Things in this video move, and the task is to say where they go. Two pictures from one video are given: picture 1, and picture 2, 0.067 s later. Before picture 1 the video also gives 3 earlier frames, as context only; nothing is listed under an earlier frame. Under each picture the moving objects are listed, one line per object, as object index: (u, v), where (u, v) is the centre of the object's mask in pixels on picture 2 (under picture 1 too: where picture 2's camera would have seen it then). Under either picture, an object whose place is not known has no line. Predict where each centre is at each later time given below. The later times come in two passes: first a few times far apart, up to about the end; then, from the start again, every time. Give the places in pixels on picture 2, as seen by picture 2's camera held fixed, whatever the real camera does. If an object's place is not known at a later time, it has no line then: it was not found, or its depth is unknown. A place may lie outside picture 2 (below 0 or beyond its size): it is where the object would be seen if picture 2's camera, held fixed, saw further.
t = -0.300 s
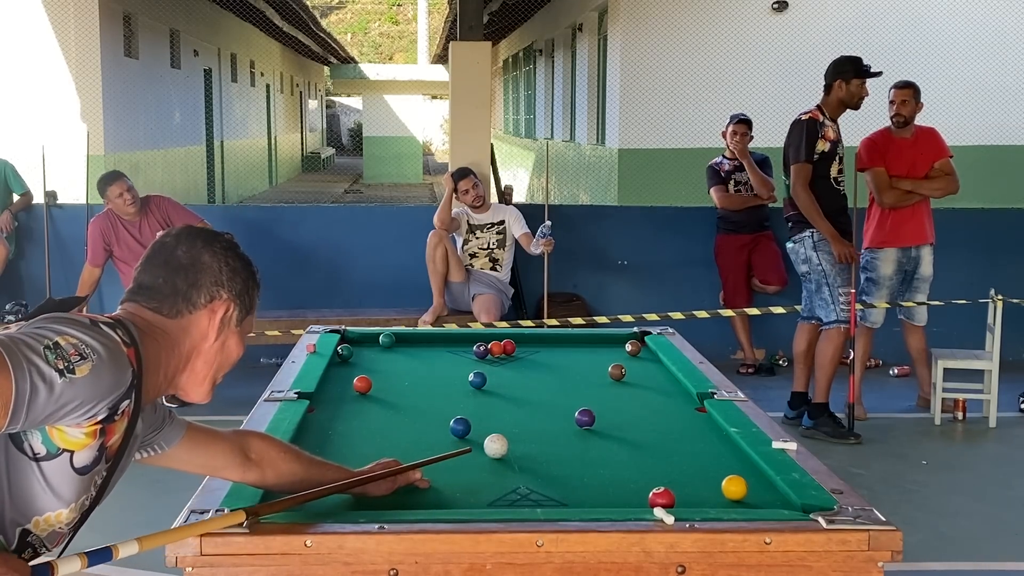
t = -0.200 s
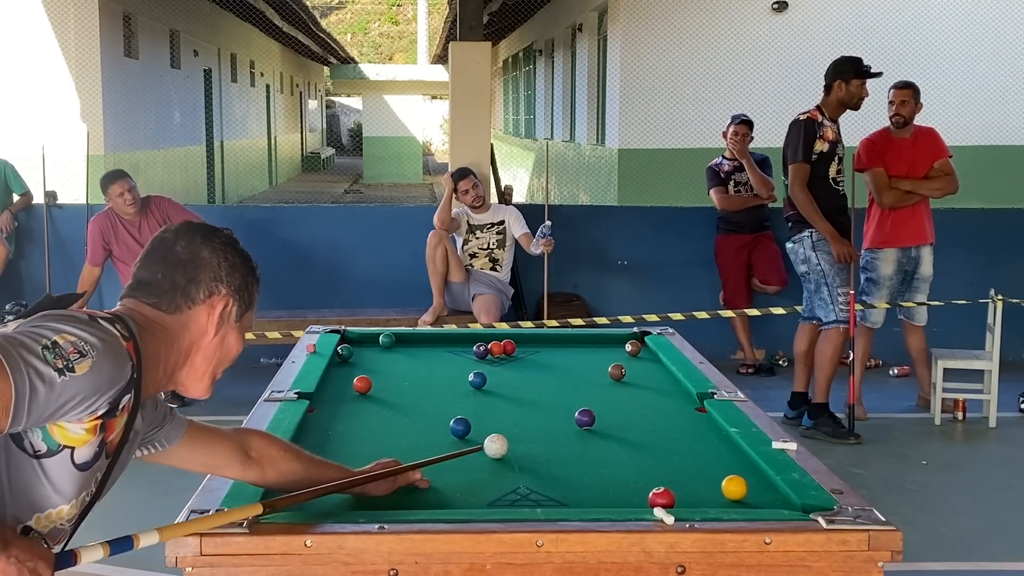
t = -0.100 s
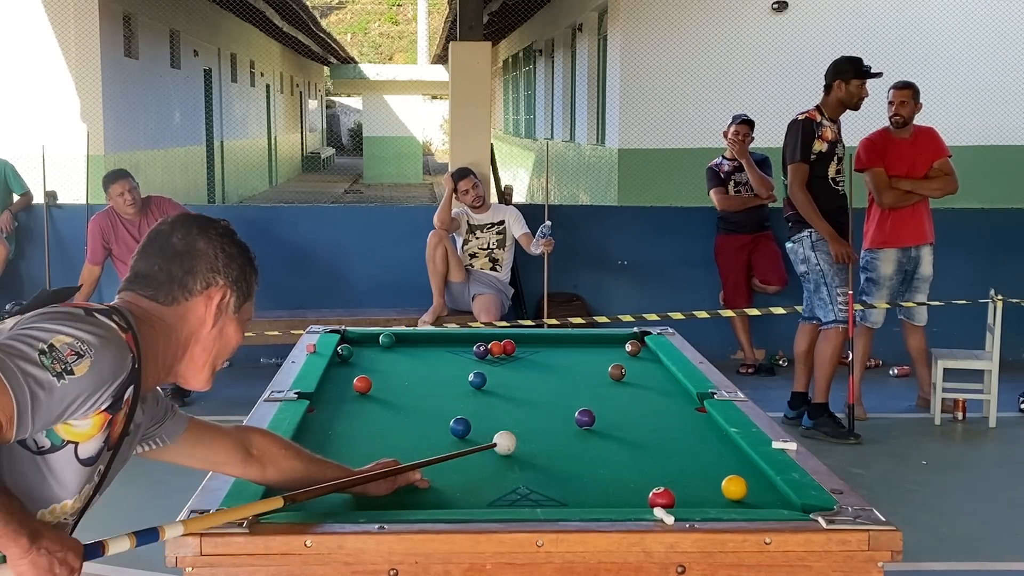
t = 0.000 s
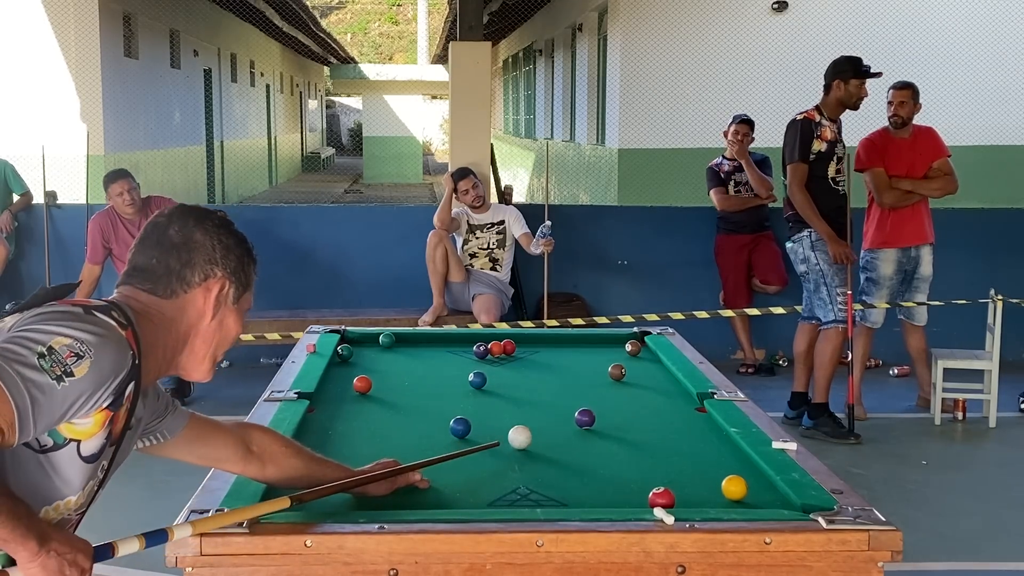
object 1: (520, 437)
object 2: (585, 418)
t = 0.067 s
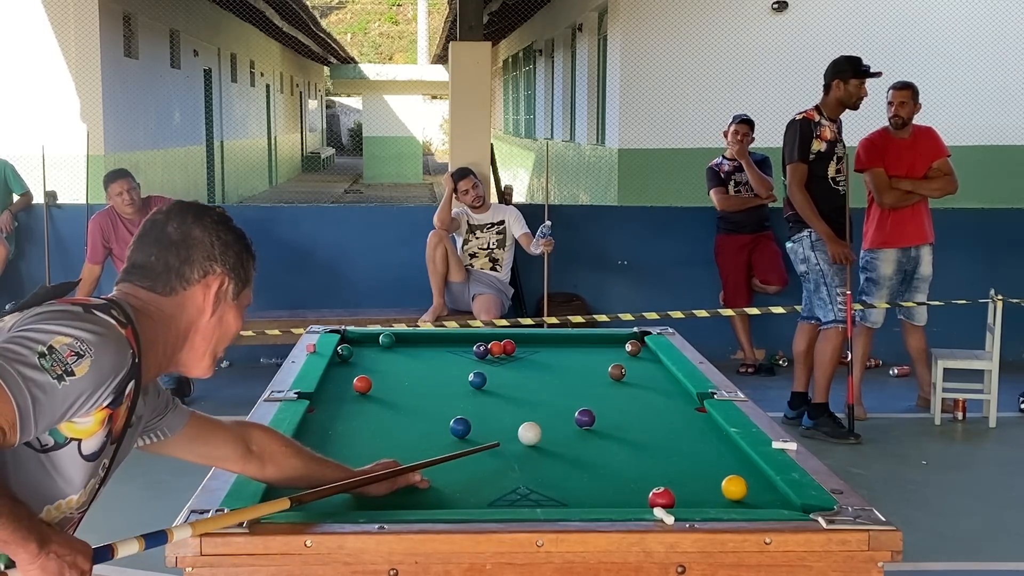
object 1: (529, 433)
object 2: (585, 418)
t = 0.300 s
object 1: (561, 422)
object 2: (585, 418)
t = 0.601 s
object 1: (567, 413)
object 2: (615, 413)
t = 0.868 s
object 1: (568, 407)
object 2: (642, 408)
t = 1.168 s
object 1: (568, 401)
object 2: (668, 403)
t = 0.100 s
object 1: (534, 432)
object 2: (585, 418)
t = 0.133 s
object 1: (539, 430)
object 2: (585, 418)
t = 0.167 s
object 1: (544, 428)
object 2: (585, 418)
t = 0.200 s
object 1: (548, 427)
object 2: (585, 418)
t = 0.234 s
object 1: (553, 425)
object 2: (585, 418)
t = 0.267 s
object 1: (557, 423)
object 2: (585, 418)
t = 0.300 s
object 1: (561, 422)
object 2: (585, 418)
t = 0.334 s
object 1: (565, 420)
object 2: (585, 418)
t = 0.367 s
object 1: (566, 419)
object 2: (589, 417)
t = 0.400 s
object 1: (566, 418)
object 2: (594, 417)
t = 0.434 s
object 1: (566, 417)
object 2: (598, 416)
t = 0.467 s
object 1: (566, 416)
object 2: (601, 415)
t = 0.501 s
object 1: (567, 416)
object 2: (605, 415)
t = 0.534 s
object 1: (567, 415)
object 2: (608, 414)
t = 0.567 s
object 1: (567, 414)
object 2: (612, 413)
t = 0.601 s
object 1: (567, 413)
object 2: (615, 413)
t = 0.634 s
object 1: (567, 412)
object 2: (619, 412)
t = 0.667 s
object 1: (567, 412)
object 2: (622, 412)
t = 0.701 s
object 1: (567, 411)
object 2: (626, 411)
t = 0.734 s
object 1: (567, 410)
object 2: (629, 410)
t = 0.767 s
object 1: (568, 409)
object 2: (632, 410)
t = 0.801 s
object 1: (568, 409)
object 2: (635, 409)
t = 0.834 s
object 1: (568, 408)
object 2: (639, 408)
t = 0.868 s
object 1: (568, 407)
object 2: (642, 408)
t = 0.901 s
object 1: (568, 406)
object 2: (645, 407)
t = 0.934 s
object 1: (568, 406)
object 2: (648, 407)
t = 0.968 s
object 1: (568, 405)
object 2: (651, 406)
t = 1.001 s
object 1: (568, 404)
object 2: (654, 406)
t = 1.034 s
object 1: (568, 404)
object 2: (657, 405)
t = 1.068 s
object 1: (568, 403)
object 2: (660, 405)
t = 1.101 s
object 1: (568, 402)
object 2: (662, 404)
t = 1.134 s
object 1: (568, 402)
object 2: (665, 404)
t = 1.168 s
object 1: (568, 401)
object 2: (668, 403)
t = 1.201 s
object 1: (568, 400)
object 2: (671, 402)
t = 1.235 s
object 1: (568, 400)
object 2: (673, 402)
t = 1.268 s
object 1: (568, 399)
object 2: (676, 401)
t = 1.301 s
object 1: (568, 399)
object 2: (679, 401)
